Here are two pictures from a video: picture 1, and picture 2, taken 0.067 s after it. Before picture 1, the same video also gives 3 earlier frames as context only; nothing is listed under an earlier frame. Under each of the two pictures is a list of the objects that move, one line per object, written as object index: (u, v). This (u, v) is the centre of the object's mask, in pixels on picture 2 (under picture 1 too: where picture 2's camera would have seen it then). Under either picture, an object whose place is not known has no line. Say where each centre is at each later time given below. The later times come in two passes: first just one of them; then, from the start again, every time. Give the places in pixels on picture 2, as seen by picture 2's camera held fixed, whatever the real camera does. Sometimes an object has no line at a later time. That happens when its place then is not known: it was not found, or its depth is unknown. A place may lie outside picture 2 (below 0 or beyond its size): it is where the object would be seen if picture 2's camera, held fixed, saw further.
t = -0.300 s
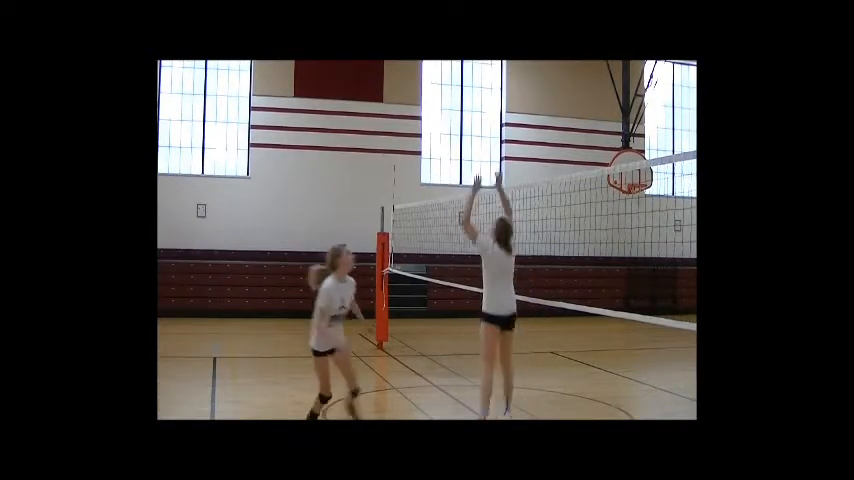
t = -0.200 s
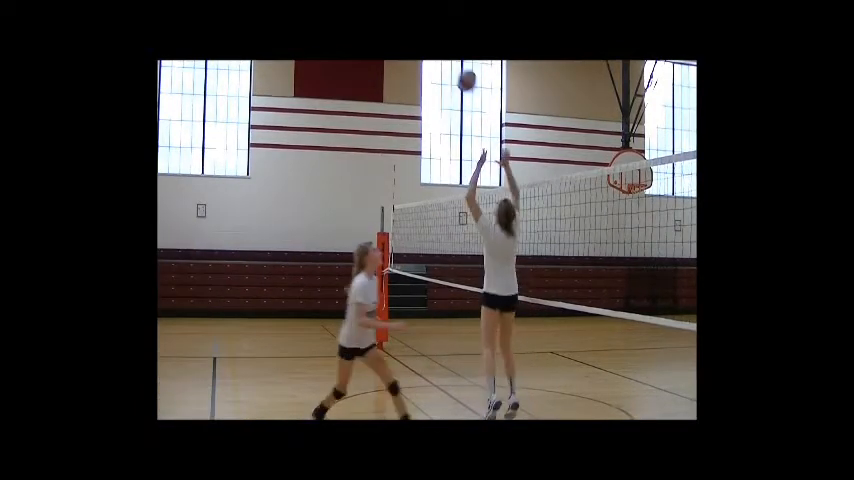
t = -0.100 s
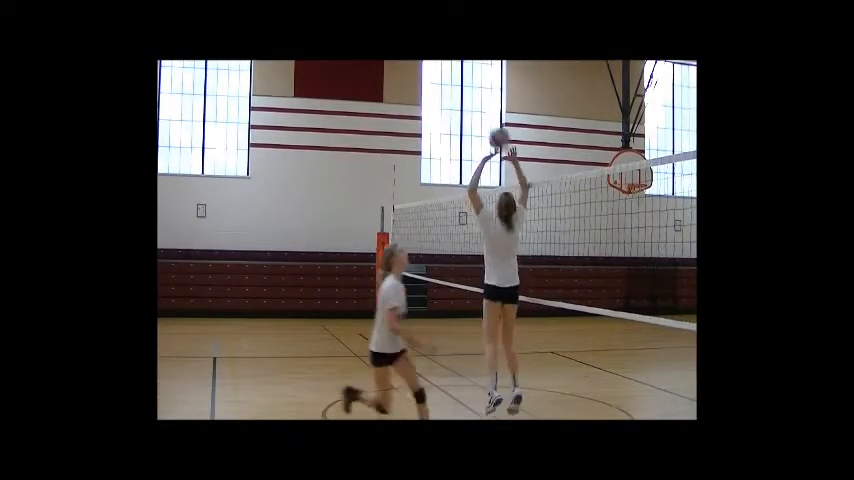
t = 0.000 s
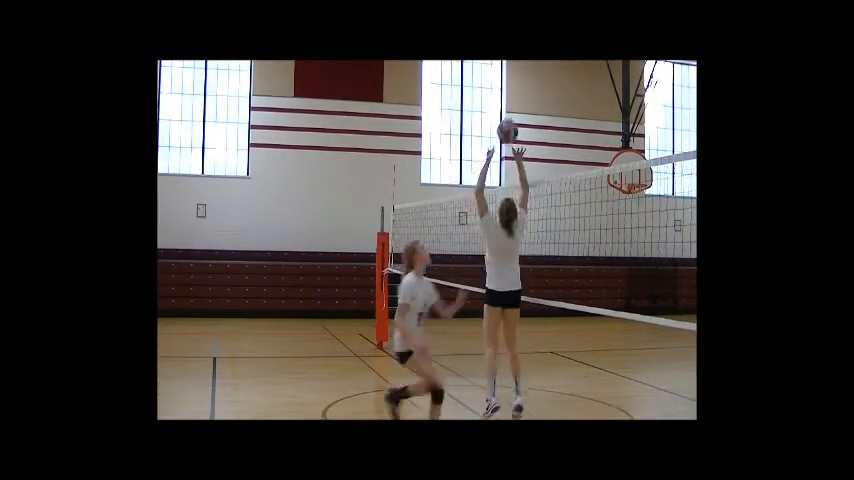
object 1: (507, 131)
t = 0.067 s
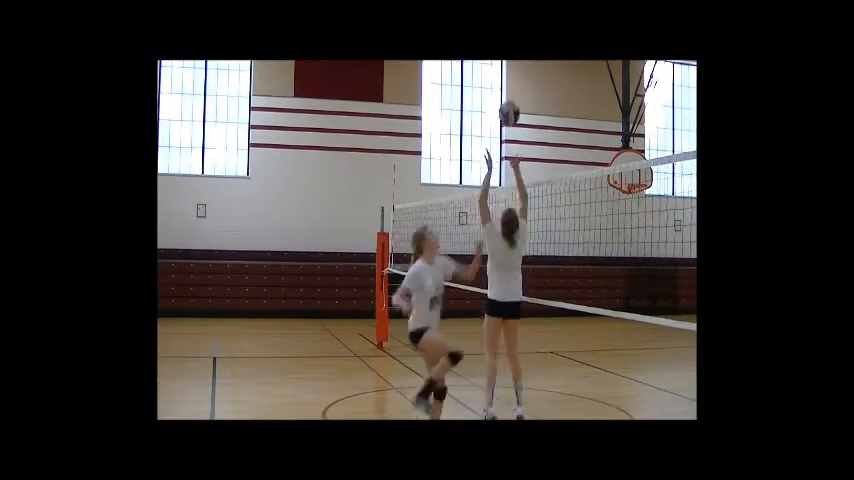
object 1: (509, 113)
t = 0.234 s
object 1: (512, 89)
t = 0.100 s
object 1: (510, 105)
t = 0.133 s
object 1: (510, 99)
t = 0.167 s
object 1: (511, 95)
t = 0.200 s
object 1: (512, 92)
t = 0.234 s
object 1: (512, 89)
